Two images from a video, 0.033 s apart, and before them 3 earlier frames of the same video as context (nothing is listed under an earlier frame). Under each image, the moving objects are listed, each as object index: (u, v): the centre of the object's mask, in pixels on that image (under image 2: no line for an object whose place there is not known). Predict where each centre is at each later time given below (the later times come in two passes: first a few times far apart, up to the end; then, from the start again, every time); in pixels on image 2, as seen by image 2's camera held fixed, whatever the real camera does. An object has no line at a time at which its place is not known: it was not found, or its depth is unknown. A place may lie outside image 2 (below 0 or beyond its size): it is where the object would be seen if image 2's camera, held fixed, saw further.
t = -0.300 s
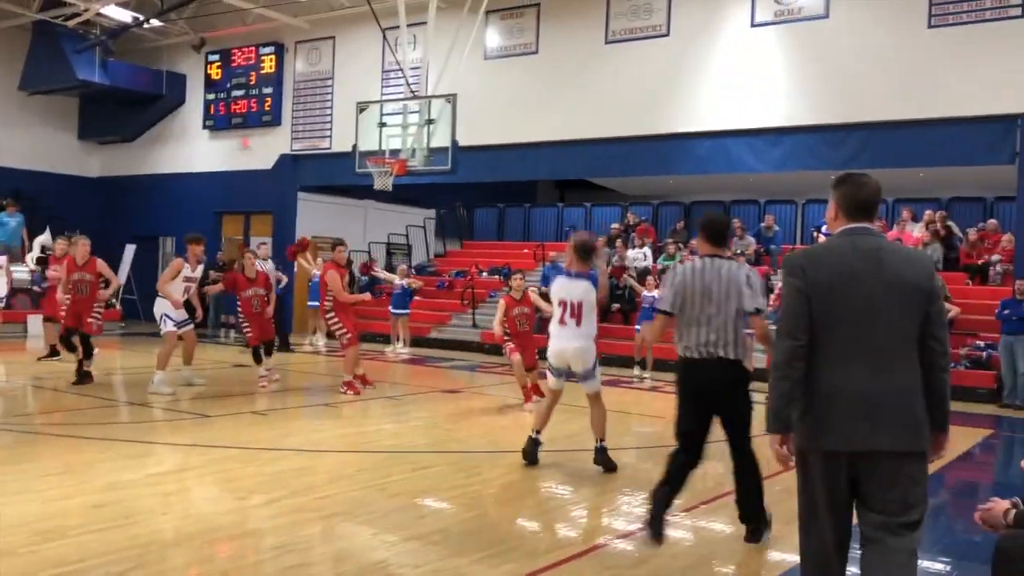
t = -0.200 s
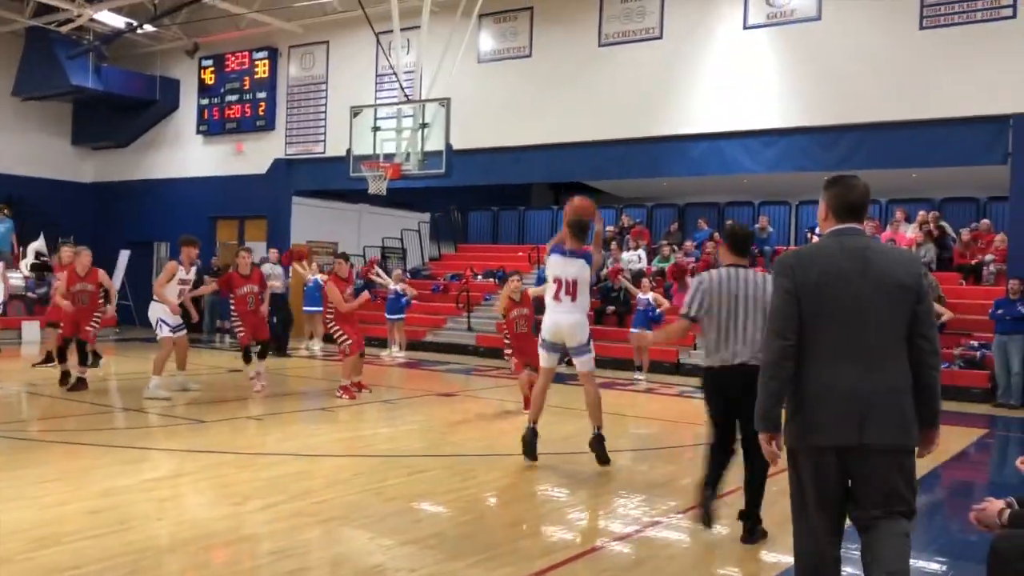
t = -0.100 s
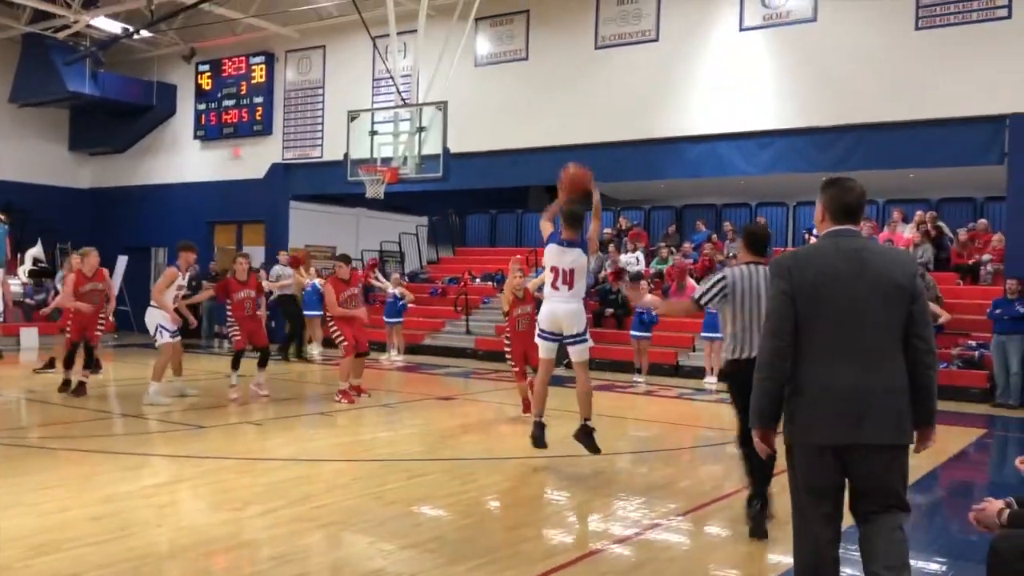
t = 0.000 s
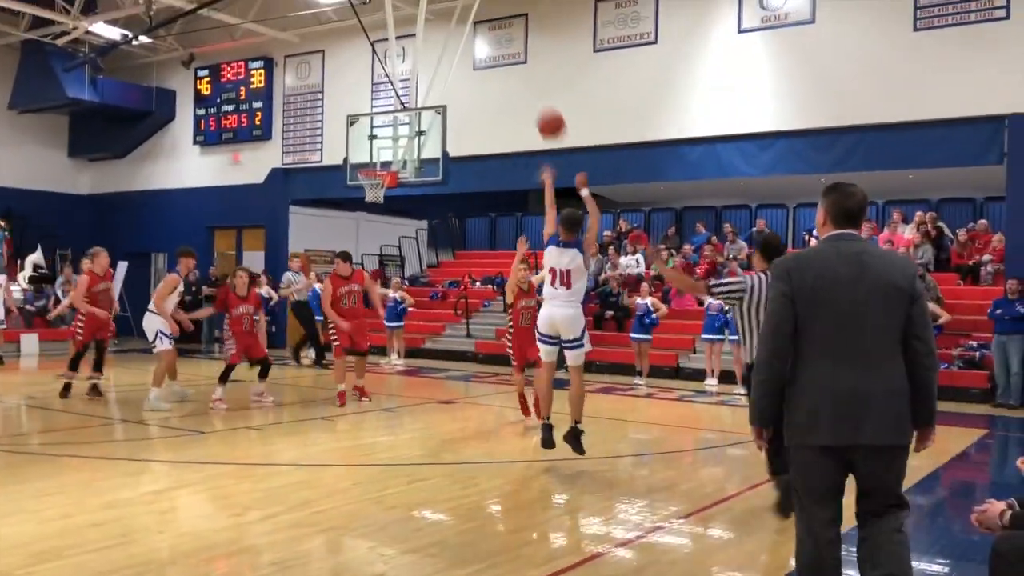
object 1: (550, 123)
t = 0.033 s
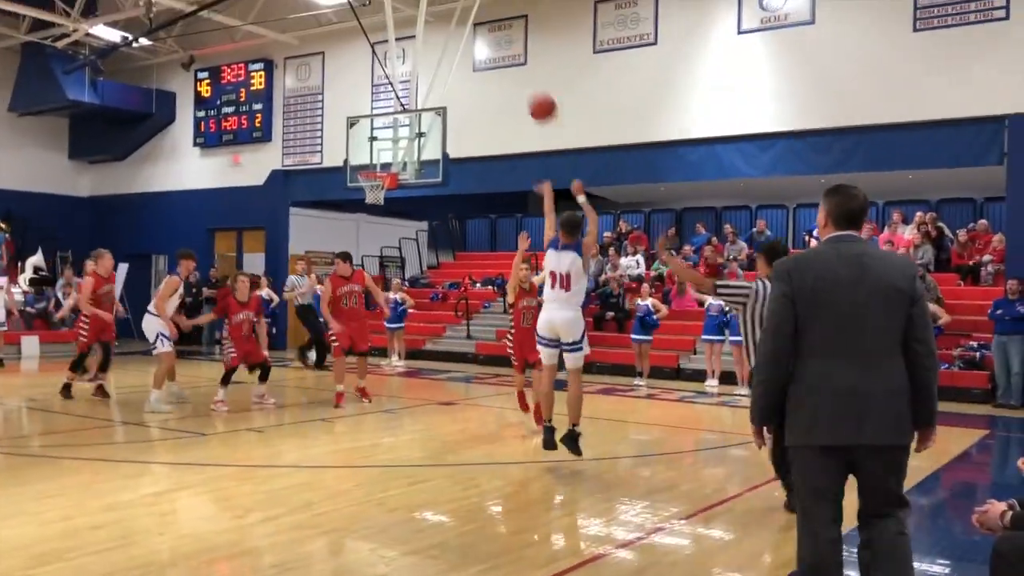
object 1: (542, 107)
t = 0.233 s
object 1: (498, 38)
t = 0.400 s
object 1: (468, 18)
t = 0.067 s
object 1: (534, 91)
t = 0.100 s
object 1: (526, 78)
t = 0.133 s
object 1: (519, 66)
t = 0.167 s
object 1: (511, 56)
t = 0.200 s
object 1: (504, 46)
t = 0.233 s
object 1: (498, 38)
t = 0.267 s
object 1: (490, 32)
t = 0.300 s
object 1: (484, 26)
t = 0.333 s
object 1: (479, 22)
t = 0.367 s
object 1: (473, 19)
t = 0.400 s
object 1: (468, 18)
